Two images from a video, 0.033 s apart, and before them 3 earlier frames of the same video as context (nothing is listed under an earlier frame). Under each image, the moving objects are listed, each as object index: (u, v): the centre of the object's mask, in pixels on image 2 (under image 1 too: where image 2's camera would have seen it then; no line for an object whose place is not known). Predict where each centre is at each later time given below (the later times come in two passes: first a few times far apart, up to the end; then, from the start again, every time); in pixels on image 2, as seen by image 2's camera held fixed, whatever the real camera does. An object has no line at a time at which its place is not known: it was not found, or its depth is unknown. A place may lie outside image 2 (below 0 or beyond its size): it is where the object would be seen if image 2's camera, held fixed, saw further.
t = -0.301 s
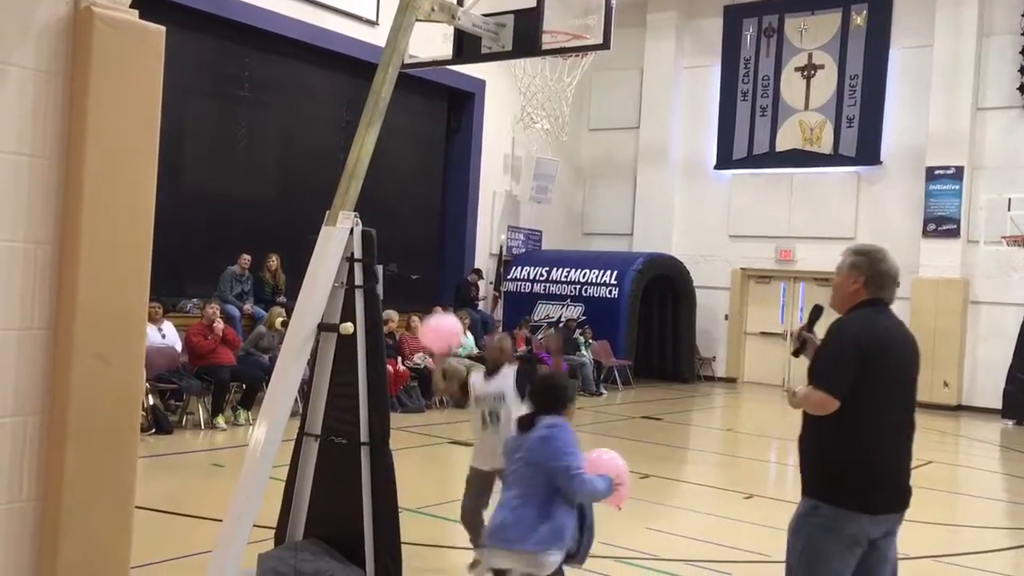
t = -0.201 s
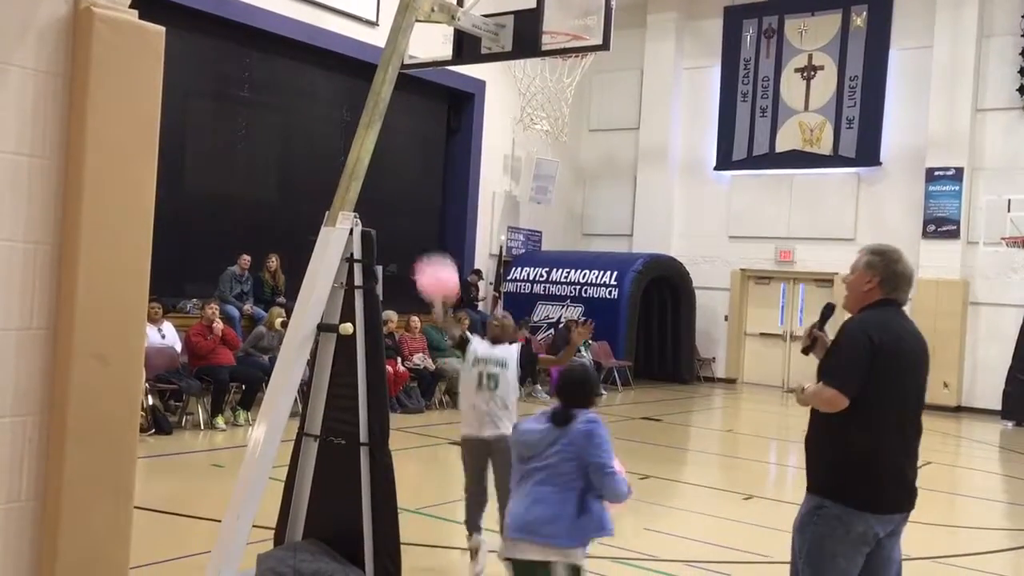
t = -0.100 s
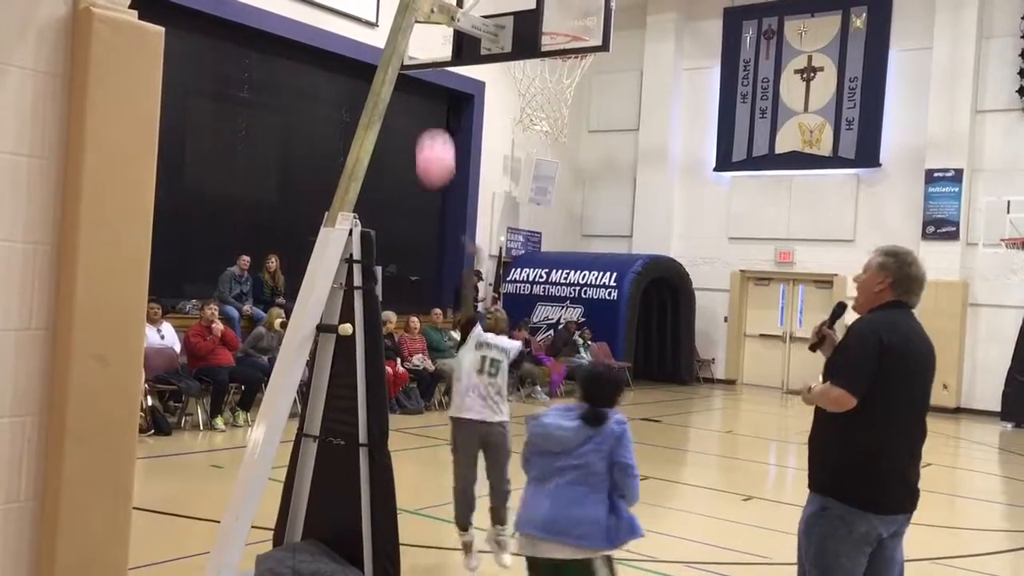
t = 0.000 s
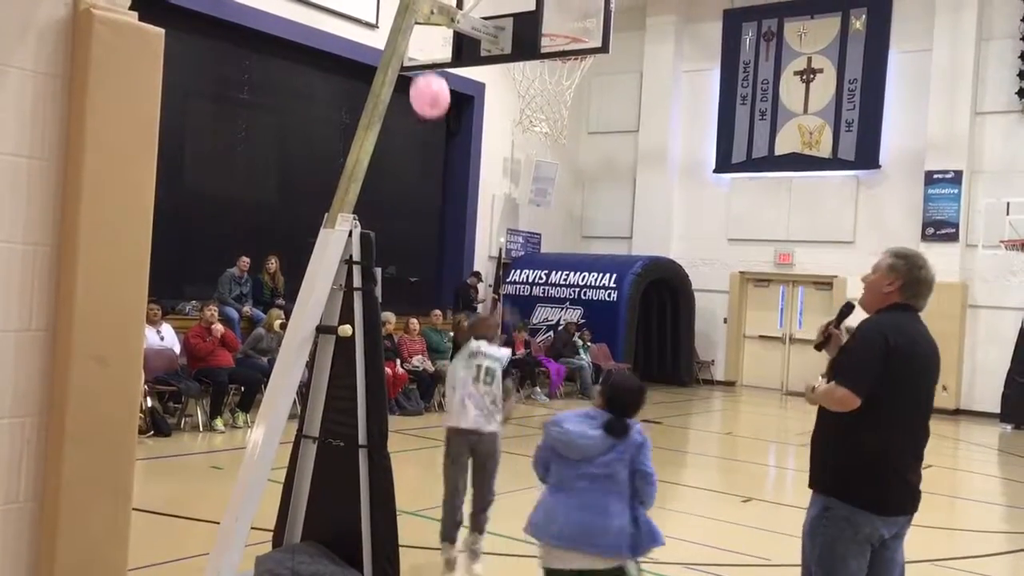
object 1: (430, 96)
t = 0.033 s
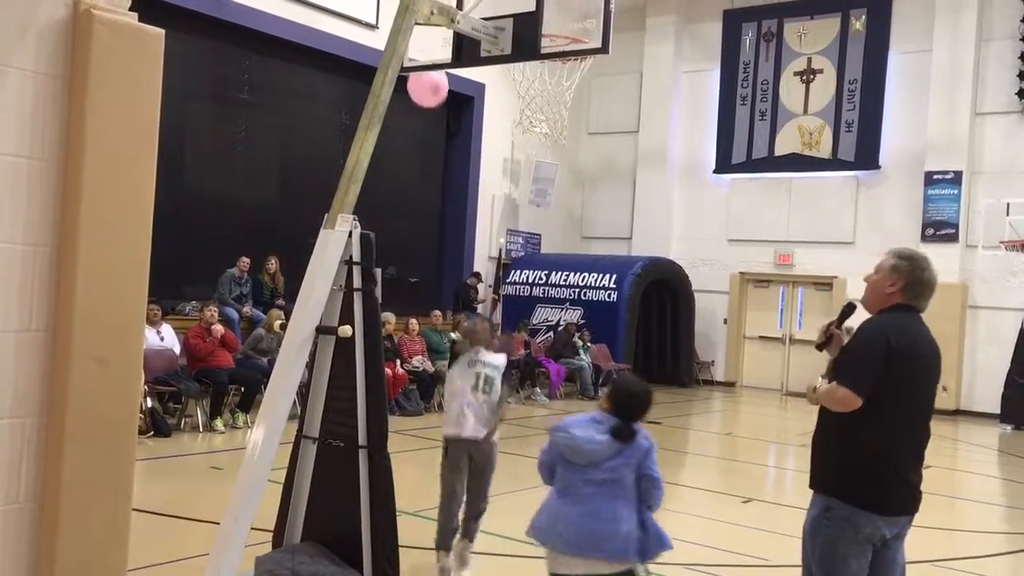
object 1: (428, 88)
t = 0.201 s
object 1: (430, 78)
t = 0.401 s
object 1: (437, 73)
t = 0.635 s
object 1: (444, 75)
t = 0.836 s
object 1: (440, 83)
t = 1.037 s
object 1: (437, 108)
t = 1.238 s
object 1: (436, 152)
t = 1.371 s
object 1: (437, 187)
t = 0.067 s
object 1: (427, 84)
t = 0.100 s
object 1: (427, 81)
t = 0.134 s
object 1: (428, 80)
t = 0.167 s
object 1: (429, 79)
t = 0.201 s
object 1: (430, 78)
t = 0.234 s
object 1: (432, 77)
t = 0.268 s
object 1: (433, 76)
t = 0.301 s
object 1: (434, 75)
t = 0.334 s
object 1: (435, 74)
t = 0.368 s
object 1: (436, 73)
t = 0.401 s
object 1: (437, 73)
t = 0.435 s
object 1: (437, 73)
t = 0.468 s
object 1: (437, 73)
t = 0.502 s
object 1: (439, 73)
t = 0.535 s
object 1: (441, 74)
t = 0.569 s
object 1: (443, 74)
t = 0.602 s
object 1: (444, 74)
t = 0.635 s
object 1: (444, 75)
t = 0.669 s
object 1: (443, 75)
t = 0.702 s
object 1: (443, 76)
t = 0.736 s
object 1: (441, 77)
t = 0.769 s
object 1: (441, 79)
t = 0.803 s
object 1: (440, 81)
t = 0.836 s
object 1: (440, 83)
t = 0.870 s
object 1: (439, 85)
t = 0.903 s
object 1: (438, 87)
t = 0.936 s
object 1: (438, 90)
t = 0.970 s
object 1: (438, 95)
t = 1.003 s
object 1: (437, 101)
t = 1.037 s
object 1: (437, 108)
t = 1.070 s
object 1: (437, 114)
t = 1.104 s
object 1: (437, 121)
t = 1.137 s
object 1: (437, 128)
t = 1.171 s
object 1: (436, 136)
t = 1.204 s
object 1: (436, 144)
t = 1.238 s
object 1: (436, 152)
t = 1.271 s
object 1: (436, 160)
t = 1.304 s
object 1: (436, 169)
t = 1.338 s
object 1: (437, 178)
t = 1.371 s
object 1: (437, 187)
